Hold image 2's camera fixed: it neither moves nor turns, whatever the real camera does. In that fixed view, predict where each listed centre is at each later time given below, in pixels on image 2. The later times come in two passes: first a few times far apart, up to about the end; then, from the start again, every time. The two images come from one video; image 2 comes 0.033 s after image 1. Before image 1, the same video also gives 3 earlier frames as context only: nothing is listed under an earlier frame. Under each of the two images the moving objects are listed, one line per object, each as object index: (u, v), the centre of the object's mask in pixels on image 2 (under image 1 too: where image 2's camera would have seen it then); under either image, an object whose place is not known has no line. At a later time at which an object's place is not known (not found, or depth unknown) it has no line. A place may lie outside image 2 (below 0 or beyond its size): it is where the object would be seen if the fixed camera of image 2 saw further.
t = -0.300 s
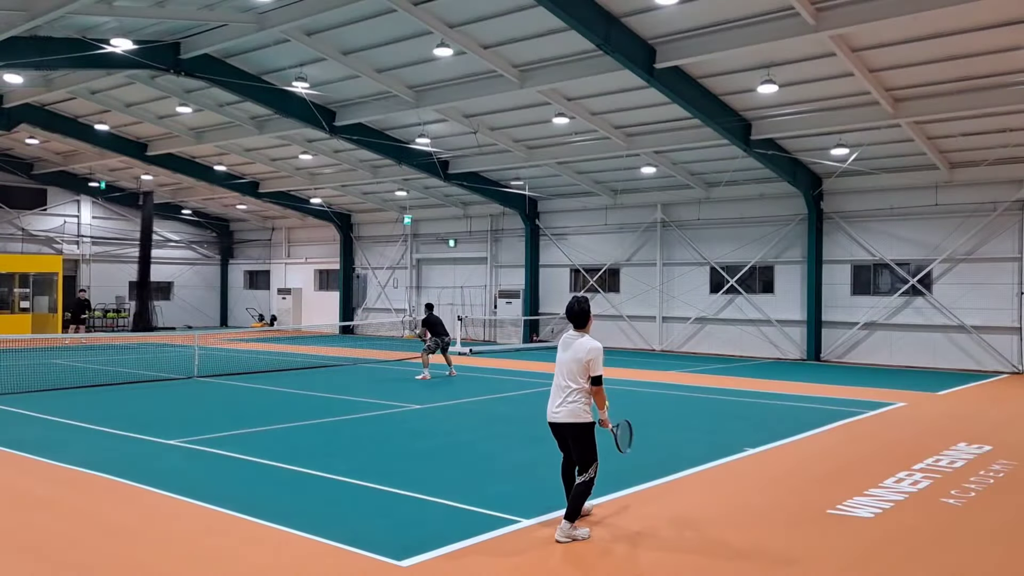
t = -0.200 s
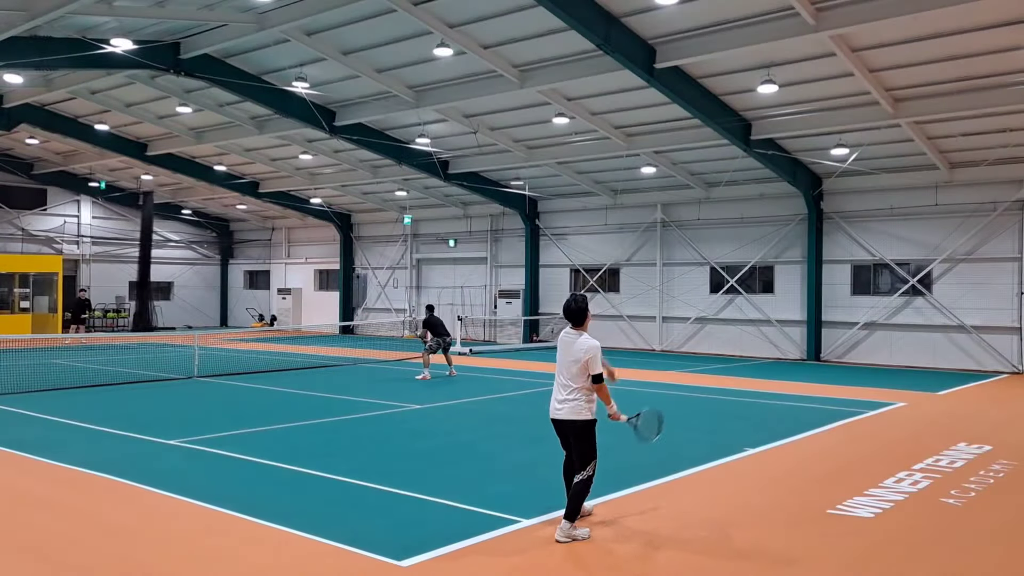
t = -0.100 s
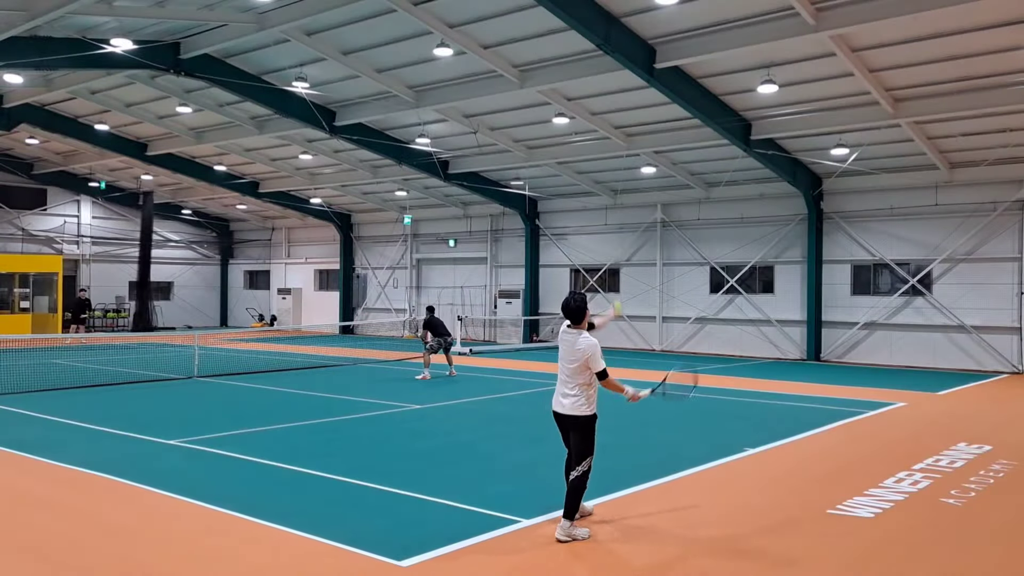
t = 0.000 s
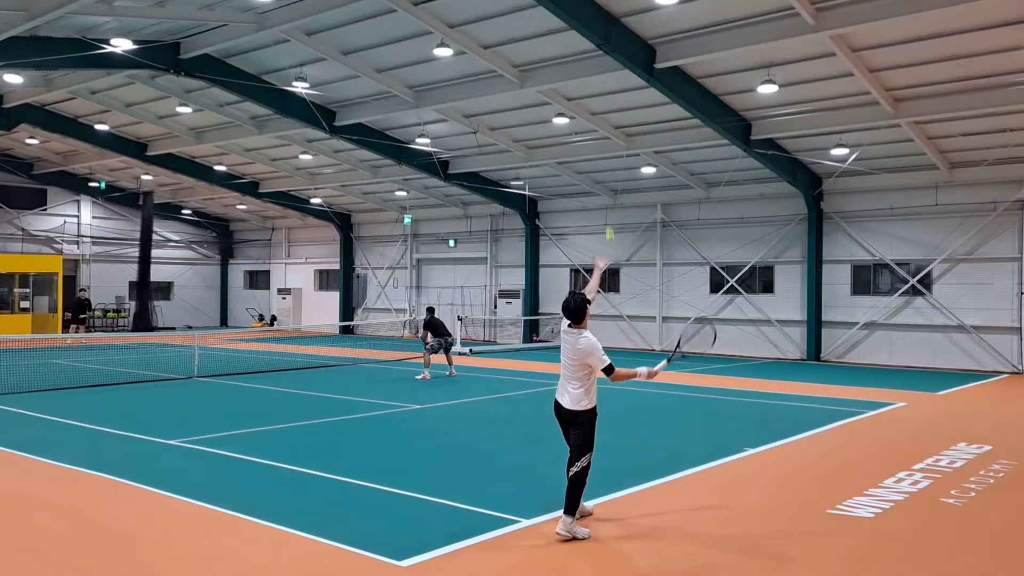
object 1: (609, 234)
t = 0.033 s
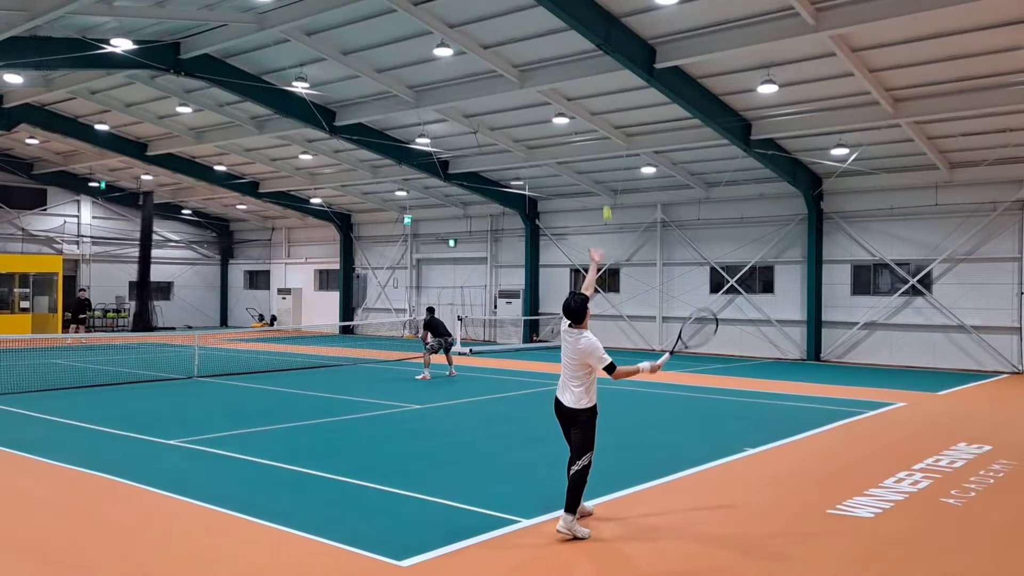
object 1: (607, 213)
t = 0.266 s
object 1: (589, 102)
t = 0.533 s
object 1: (568, 58)
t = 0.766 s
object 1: (549, 87)
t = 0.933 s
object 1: (536, 145)
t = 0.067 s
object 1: (604, 193)
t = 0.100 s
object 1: (601, 174)
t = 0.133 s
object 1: (599, 157)
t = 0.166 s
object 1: (596, 141)
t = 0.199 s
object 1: (594, 126)
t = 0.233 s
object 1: (591, 113)
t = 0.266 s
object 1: (589, 102)
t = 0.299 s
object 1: (586, 92)
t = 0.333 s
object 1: (584, 83)
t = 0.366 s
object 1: (581, 75)
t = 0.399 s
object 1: (578, 69)
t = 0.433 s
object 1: (576, 64)
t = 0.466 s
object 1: (573, 61)
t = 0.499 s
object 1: (571, 59)
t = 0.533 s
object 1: (568, 58)
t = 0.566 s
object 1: (565, 58)
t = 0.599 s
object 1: (563, 60)
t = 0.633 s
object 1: (560, 63)
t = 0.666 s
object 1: (557, 67)
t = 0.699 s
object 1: (554, 72)
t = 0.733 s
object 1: (552, 79)
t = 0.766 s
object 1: (549, 87)
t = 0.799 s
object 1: (547, 96)
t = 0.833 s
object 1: (544, 106)
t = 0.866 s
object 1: (541, 118)
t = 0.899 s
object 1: (539, 131)
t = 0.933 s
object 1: (536, 145)
